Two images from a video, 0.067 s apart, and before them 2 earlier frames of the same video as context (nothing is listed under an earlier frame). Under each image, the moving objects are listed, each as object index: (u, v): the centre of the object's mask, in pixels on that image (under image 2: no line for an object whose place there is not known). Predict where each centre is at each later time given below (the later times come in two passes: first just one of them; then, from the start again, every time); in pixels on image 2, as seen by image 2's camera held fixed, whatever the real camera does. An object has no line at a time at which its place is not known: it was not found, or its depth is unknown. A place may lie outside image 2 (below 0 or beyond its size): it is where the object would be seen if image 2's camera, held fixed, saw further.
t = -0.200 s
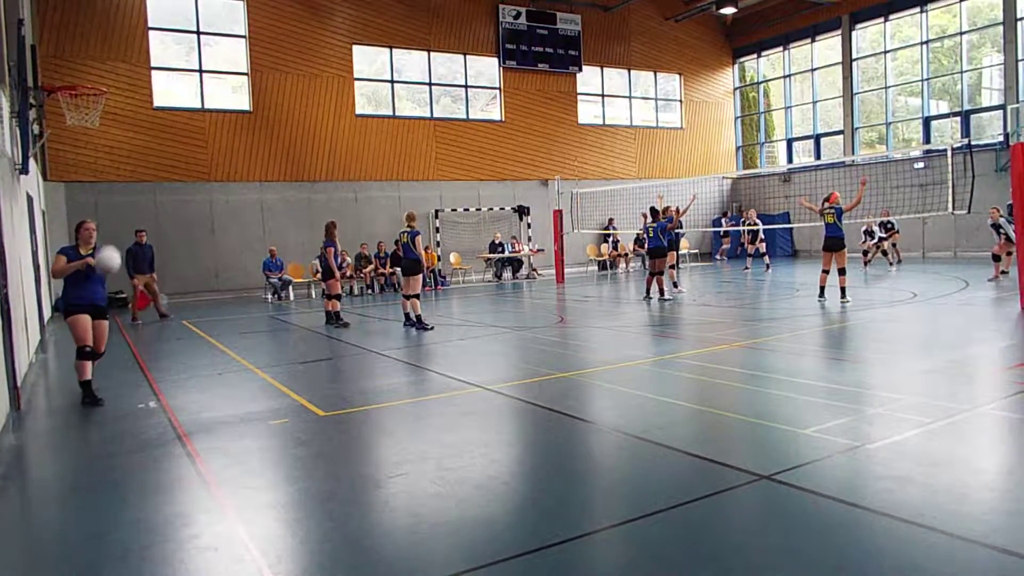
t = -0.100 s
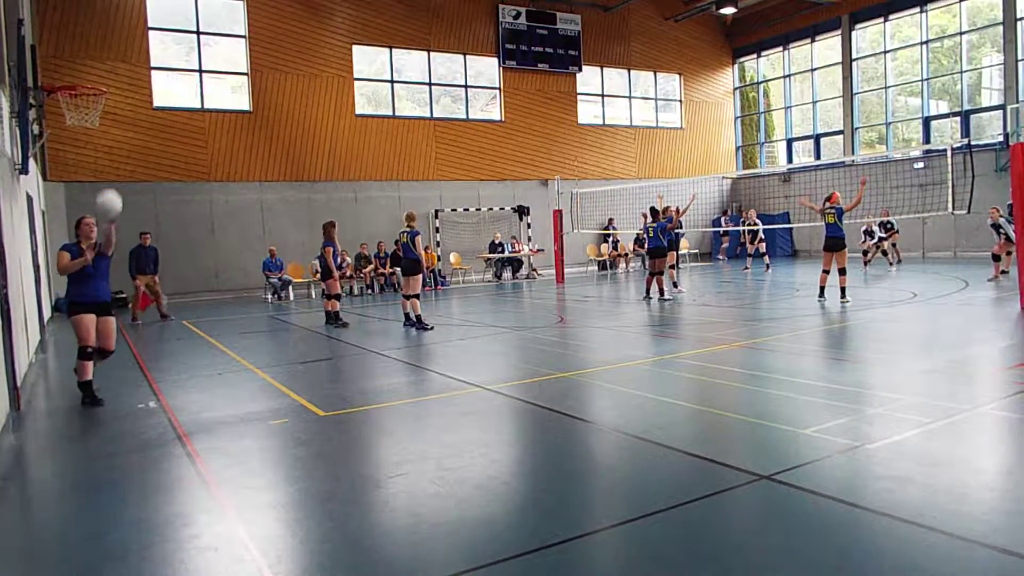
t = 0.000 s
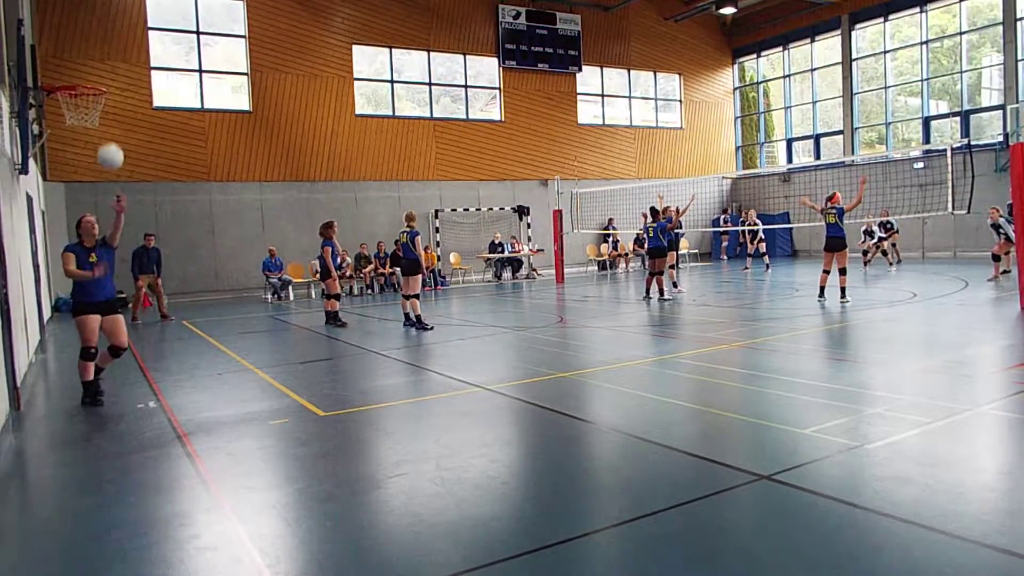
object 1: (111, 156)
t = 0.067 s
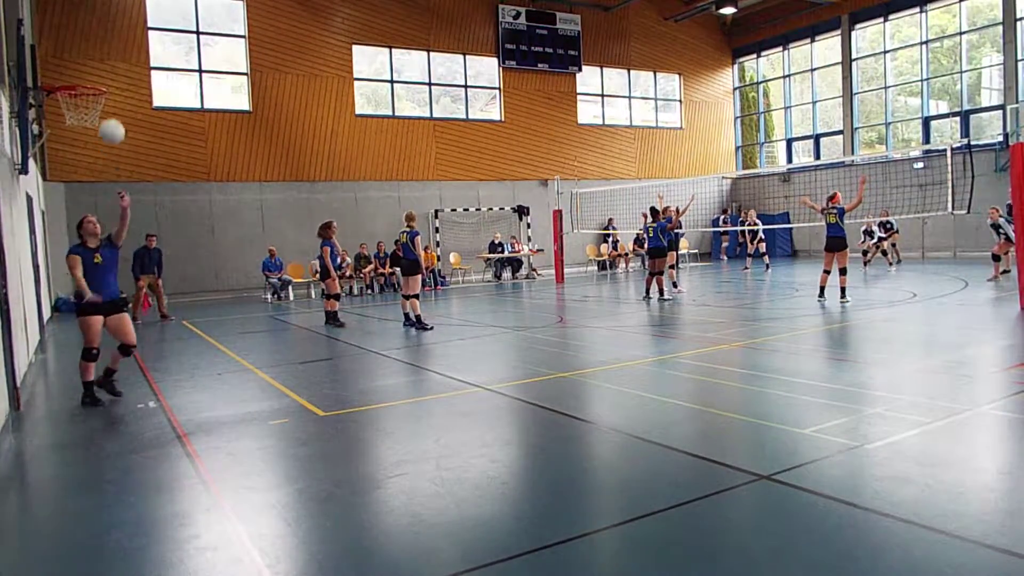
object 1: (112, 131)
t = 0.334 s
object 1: (121, 84)
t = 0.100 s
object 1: (113, 121)
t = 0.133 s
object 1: (114, 112)
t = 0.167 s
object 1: (114, 104)
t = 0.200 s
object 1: (116, 97)
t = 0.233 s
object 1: (117, 92)
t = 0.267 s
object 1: (118, 88)
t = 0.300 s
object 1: (120, 85)
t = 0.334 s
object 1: (121, 84)
